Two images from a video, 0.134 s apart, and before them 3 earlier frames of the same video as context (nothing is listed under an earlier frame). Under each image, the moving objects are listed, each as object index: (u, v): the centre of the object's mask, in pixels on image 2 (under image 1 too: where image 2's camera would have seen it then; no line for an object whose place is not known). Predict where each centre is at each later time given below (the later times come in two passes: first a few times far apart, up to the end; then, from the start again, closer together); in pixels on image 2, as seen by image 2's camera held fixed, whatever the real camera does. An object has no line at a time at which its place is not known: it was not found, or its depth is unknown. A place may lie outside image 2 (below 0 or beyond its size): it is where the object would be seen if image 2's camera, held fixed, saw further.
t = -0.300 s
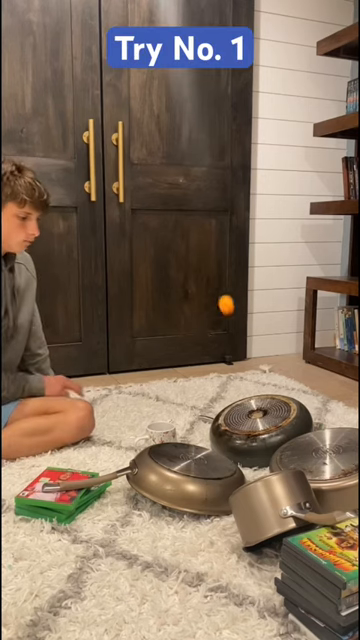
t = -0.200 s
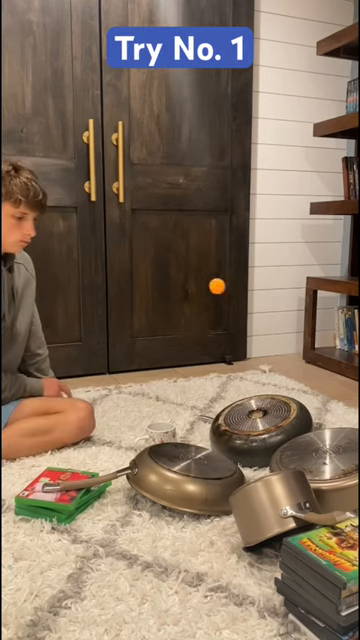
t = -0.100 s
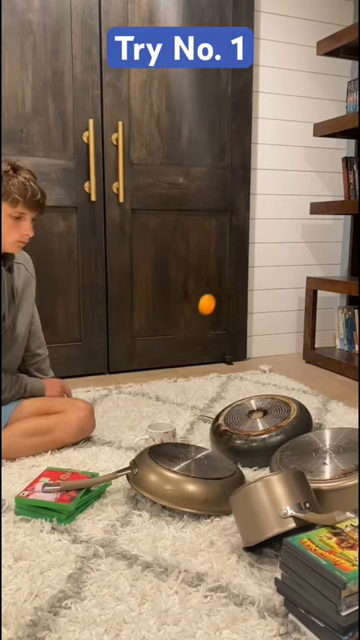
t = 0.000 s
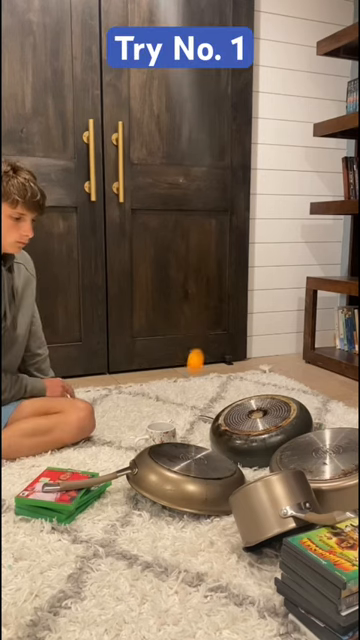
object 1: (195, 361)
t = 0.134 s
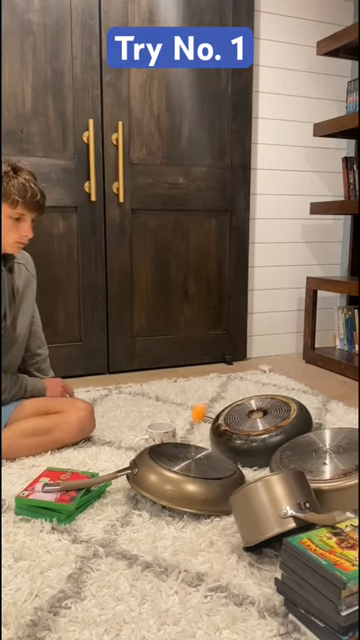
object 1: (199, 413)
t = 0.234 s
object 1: (232, 355)
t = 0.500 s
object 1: (320, 396)
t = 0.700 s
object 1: (325, 366)
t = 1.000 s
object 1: (271, 453)
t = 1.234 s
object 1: (194, 411)
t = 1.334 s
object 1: (183, 407)
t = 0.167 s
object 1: (210, 391)
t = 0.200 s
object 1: (222, 369)
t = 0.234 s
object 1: (232, 355)
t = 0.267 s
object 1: (243, 345)
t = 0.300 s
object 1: (255, 339)
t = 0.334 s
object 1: (266, 337)
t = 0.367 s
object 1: (278, 341)
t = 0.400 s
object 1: (289, 348)
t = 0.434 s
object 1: (300, 359)
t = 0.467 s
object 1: (310, 376)
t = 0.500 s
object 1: (320, 396)
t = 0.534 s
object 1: (330, 422)
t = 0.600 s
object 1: (334, 410)
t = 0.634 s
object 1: (331, 391)
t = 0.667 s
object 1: (328, 376)
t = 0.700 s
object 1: (325, 366)
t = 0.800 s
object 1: (314, 365)
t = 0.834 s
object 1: (309, 374)
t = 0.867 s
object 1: (304, 389)
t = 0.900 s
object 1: (298, 411)
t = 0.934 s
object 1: (294, 433)
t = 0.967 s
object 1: (288, 460)
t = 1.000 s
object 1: (271, 453)
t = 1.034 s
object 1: (254, 445)
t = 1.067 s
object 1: (238, 441)
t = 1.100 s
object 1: (223, 443)
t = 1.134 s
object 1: (210, 449)
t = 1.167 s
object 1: (203, 434)
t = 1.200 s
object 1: (199, 421)
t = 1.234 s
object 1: (194, 411)
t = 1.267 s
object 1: (191, 406)
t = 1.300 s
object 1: (187, 405)
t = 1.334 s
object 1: (183, 407)
